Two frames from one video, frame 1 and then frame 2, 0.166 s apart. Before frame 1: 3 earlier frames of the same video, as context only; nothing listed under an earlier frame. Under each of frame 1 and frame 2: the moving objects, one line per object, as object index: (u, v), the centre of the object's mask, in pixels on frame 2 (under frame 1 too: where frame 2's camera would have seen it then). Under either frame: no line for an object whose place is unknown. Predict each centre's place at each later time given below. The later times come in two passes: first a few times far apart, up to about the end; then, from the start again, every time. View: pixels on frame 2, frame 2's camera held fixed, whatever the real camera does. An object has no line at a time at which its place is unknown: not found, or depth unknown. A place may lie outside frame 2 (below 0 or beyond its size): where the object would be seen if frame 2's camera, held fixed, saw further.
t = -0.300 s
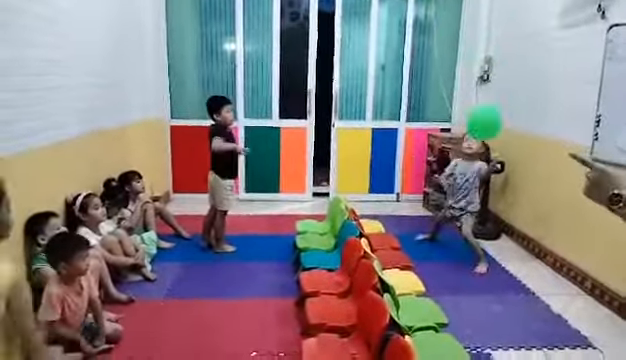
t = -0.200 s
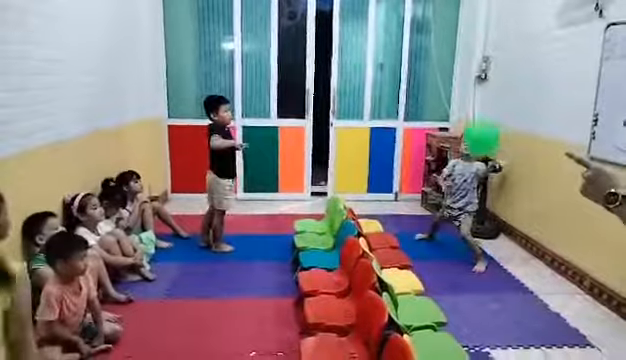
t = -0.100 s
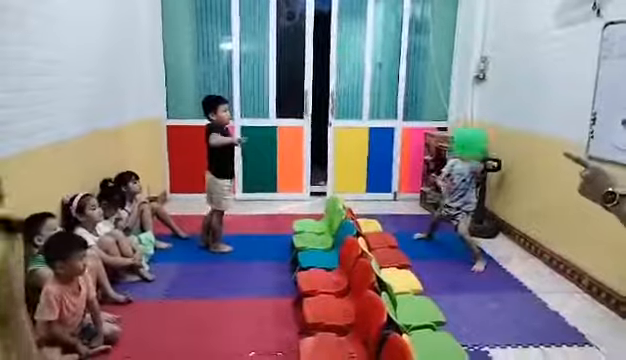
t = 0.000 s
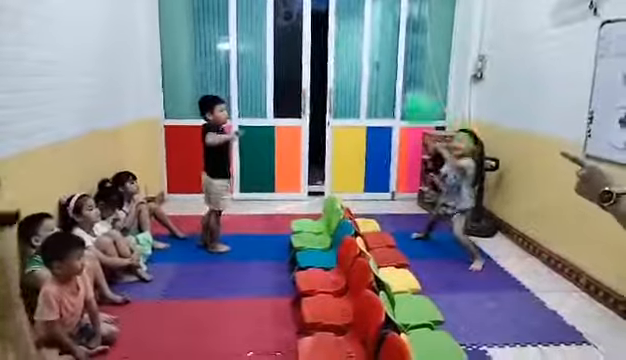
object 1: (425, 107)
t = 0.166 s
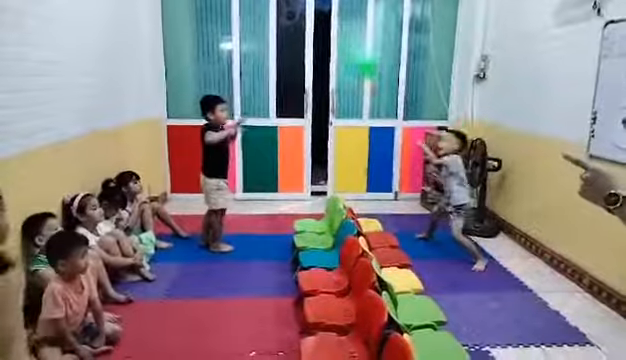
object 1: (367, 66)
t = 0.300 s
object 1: (338, 48)
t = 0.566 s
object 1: (303, 32)
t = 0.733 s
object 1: (291, 36)
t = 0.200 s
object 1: (352, 58)
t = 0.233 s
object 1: (347, 54)
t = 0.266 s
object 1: (341, 50)
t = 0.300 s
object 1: (338, 48)
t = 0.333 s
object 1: (330, 43)
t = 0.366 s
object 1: (327, 40)
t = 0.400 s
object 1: (322, 38)
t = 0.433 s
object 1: (318, 36)
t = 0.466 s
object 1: (314, 34)
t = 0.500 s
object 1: (310, 34)
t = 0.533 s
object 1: (307, 32)
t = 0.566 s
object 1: (303, 32)
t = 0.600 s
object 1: (300, 33)
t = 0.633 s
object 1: (297, 33)
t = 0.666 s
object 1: (294, 33)
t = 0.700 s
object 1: (292, 35)
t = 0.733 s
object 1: (291, 36)
